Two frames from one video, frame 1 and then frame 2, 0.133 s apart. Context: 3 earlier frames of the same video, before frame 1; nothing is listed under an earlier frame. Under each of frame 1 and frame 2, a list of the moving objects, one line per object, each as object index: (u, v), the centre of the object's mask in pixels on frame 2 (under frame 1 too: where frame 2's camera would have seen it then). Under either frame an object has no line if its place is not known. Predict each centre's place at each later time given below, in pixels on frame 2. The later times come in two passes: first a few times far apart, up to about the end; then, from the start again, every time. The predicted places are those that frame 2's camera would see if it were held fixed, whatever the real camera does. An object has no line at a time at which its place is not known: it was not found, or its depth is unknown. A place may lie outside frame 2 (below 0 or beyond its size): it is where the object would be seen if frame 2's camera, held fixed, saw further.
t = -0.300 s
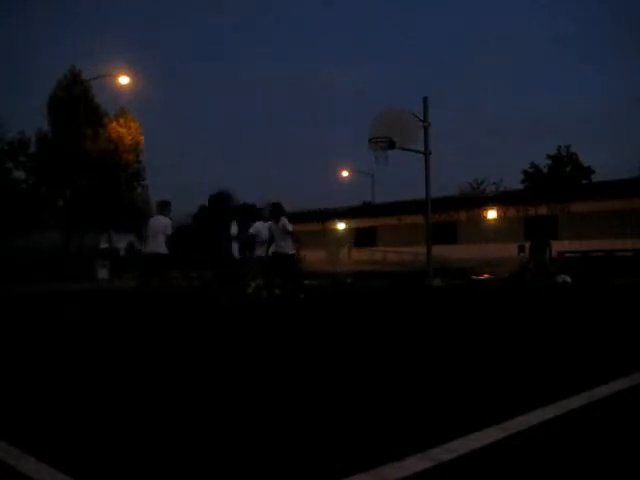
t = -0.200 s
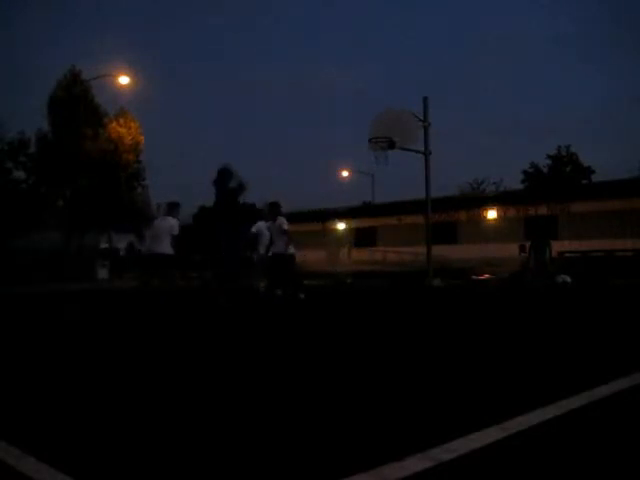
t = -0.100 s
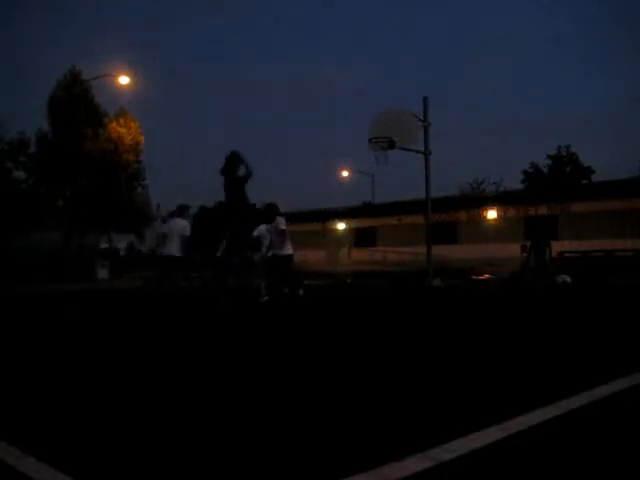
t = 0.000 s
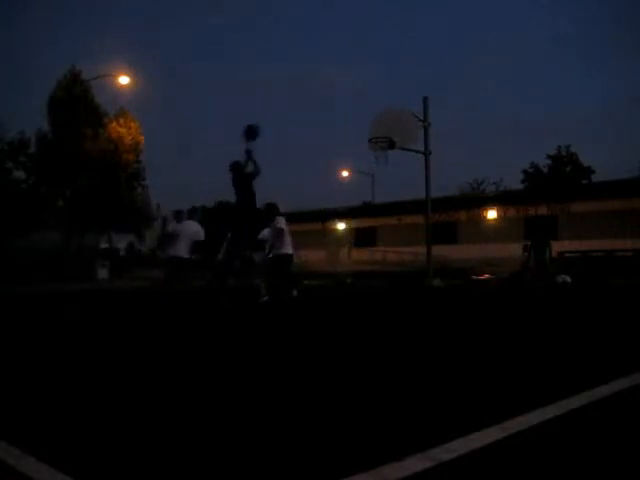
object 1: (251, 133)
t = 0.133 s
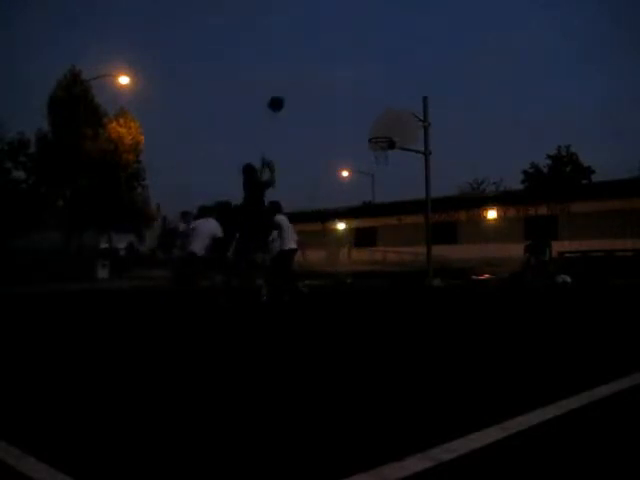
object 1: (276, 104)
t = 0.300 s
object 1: (302, 87)
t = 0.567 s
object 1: (337, 92)
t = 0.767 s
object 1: (360, 117)
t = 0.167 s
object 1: (281, 99)
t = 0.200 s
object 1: (287, 94)
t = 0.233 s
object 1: (292, 91)
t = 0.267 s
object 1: (296, 88)
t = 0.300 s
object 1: (302, 87)
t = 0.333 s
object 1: (306, 85)
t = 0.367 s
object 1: (311, 85)
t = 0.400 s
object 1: (316, 85)
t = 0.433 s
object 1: (320, 85)
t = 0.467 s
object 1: (325, 86)
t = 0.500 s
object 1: (329, 88)
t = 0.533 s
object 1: (333, 89)
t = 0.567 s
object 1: (337, 92)
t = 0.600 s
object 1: (341, 95)
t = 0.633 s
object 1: (345, 99)
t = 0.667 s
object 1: (349, 103)
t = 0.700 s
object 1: (353, 107)
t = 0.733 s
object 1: (356, 112)
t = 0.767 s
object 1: (360, 117)
